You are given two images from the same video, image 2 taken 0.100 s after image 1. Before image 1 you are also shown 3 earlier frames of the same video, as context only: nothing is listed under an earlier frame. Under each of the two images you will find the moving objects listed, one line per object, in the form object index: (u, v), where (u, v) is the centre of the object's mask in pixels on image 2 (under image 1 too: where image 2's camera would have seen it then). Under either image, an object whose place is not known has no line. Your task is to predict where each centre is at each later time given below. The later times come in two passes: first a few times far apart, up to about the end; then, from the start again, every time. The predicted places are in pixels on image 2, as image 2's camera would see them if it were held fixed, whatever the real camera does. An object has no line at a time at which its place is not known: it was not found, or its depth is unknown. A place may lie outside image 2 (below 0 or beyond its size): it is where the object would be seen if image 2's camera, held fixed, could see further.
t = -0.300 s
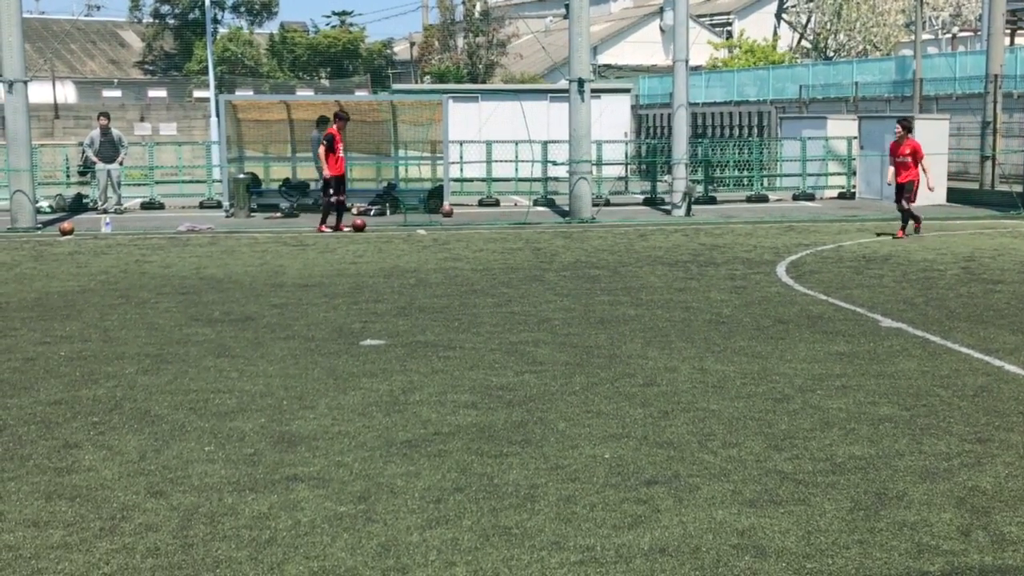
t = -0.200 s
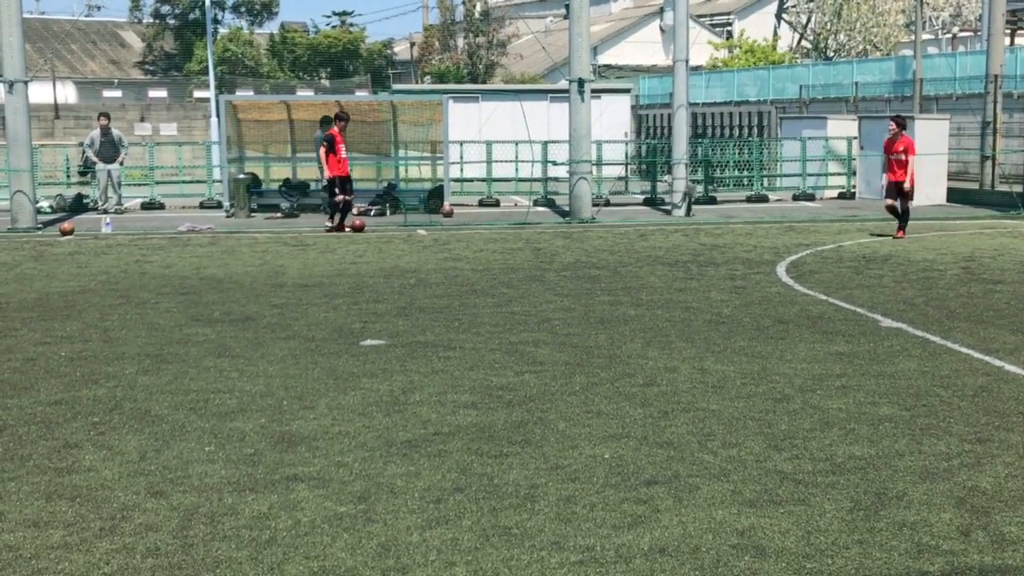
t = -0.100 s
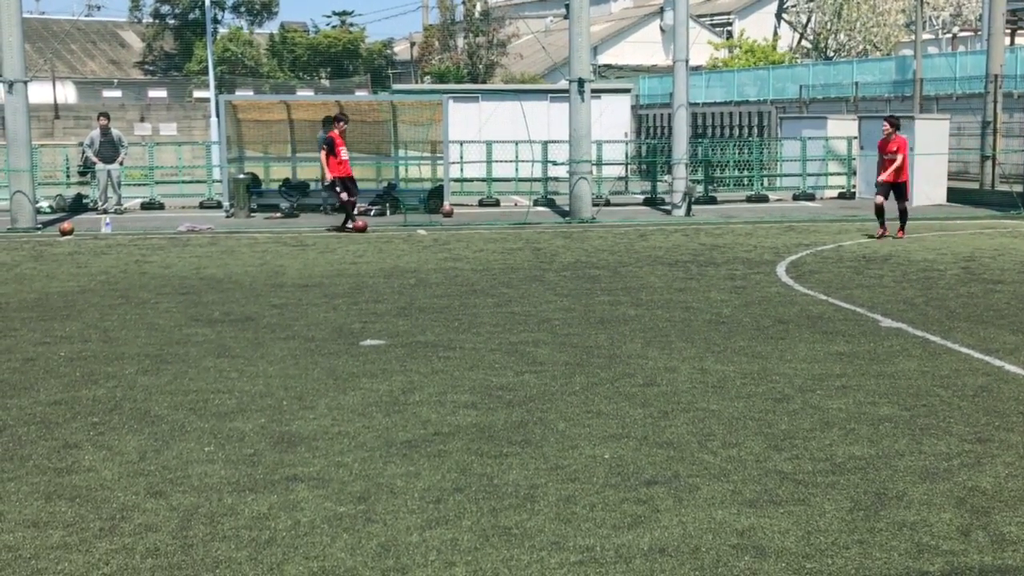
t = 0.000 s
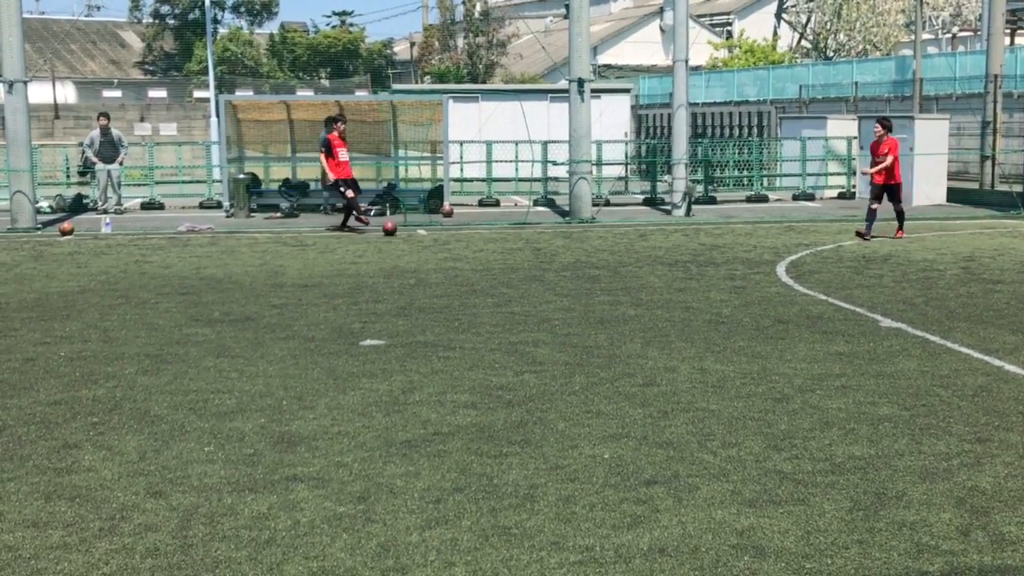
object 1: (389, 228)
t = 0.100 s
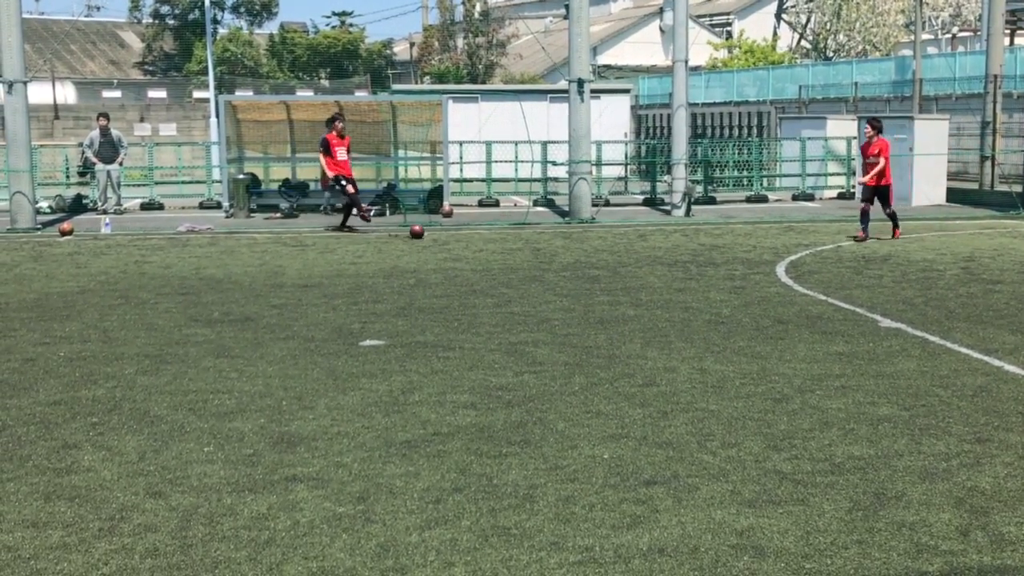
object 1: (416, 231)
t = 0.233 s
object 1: (451, 235)
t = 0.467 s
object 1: (504, 239)
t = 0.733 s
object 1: (564, 246)
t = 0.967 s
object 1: (620, 250)
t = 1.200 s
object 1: (680, 257)
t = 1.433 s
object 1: (745, 264)
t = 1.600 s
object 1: (793, 267)
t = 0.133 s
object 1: (425, 232)
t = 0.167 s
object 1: (434, 233)
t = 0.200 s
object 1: (442, 234)
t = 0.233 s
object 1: (451, 235)
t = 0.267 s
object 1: (459, 236)
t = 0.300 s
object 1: (466, 237)
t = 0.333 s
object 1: (474, 237)
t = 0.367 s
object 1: (481, 238)
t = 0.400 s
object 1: (489, 239)
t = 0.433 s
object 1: (496, 239)
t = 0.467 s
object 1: (504, 239)
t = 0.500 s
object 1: (511, 240)
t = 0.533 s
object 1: (519, 241)
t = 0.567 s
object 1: (525, 242)
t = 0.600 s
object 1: (533, 243)
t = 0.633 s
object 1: (540, 244)
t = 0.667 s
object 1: (548, 244)
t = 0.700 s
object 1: (556, 245)
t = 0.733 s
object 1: (564, 246)
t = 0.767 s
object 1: (571, 247)
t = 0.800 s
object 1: (579, 248)
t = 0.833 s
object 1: (587, 249)
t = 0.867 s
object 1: (596, 249)
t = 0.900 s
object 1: (603, 249)
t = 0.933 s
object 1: (612, 250)
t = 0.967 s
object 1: (620, 250)
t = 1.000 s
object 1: (628, 251)
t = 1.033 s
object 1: (637, 253)
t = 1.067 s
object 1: (645, 253)
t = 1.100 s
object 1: (654, 255)
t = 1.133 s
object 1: (663, 255)
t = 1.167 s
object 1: (672, 255)
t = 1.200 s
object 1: (680, 257)
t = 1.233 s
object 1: (689, 258)
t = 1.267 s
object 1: (698, 259)
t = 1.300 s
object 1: (707, 260)
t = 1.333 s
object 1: (717, 261)
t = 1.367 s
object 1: (726, 262)
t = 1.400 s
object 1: (735, 263)
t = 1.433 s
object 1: (745, 264)
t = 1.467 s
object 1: (754, 264)
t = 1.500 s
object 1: (764, 265)
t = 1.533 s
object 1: (773, 267)
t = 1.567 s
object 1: (783, 267)
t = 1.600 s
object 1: (793, 267)
